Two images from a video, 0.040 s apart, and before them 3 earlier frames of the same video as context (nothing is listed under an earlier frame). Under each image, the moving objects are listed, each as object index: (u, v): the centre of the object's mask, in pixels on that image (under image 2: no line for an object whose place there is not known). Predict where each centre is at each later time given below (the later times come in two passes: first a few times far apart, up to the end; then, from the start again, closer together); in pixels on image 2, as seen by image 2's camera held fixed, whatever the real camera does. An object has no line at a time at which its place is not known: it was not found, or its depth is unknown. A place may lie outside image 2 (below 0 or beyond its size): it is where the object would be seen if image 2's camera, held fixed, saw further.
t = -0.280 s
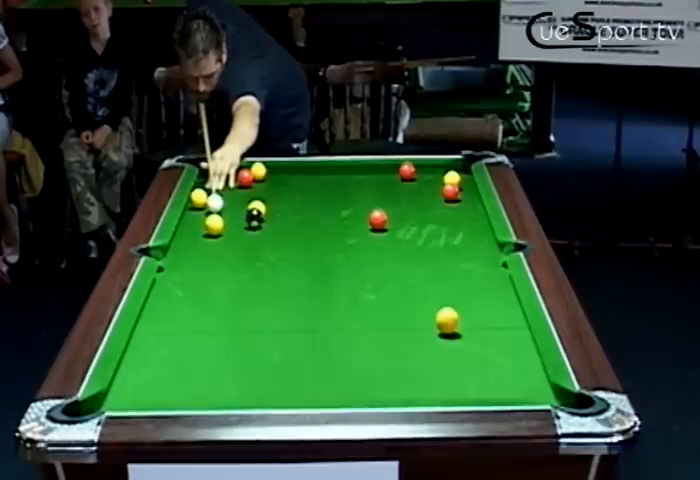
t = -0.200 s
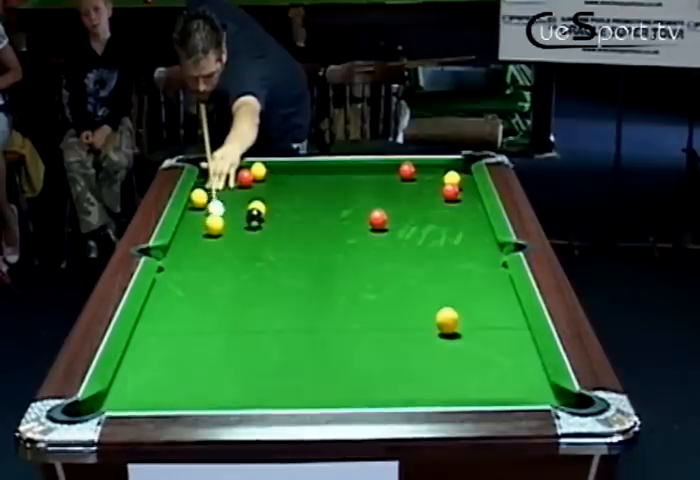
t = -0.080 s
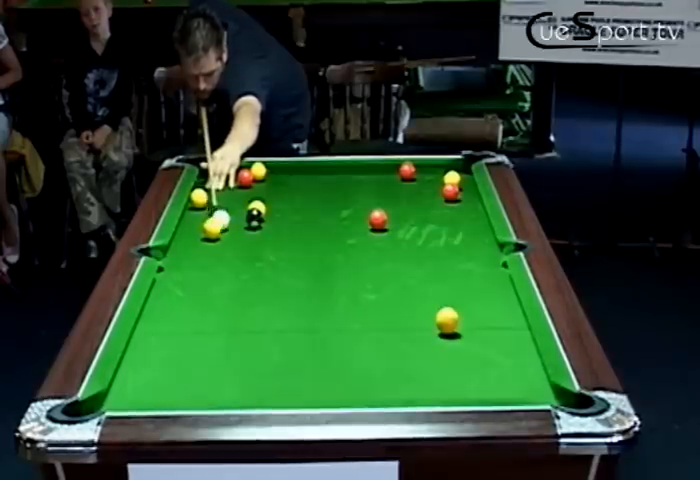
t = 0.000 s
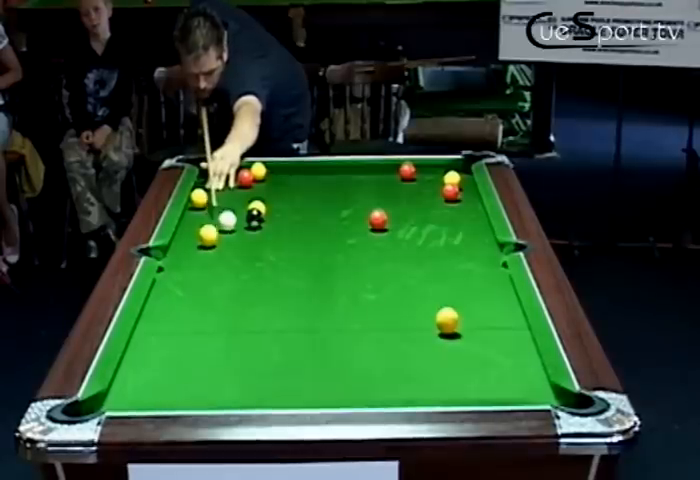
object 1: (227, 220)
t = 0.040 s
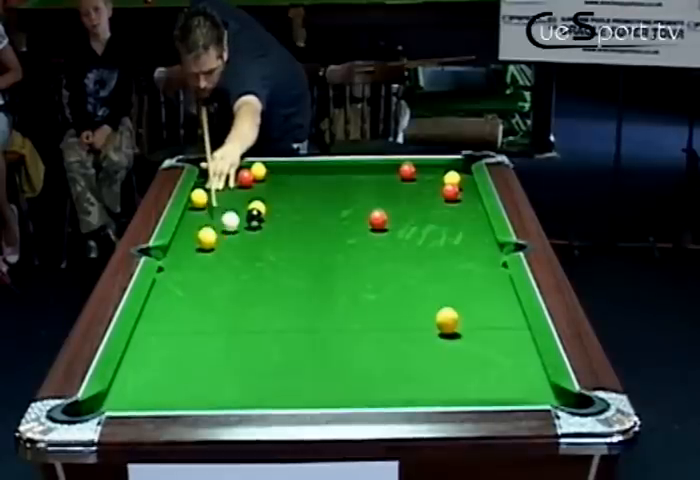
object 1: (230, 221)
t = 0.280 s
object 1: (247, 226)
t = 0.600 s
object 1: (269, 231)
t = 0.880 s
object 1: (287, 236)
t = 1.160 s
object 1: (303, 240)
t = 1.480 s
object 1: (318, 244)
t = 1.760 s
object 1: (329, 248)
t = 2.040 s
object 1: (339, 250)
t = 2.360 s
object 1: (347, 253)
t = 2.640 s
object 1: (353, 254)
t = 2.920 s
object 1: (355, 255)
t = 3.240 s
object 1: (355, 256)
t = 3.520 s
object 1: (355, 256)
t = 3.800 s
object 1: (355, 256)
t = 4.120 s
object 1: (355, 256)
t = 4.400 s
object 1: (355, 256)
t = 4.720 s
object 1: (355, 256)
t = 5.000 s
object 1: (355, 256)
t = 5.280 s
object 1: (355, 256)
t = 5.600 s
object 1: (355, 256)
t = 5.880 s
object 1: (355, 256)
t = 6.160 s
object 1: (355, 256)
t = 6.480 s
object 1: (355, 253)
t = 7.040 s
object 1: (355, 256)
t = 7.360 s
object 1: (355, 256)
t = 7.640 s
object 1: (355, 256)
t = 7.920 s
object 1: (355, 256)
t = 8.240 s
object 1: (355, 256)
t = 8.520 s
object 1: (355, 256)
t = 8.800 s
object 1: (355, 256)
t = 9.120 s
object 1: (354, 256)
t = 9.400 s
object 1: (355, 256)
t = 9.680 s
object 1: (355, 256)
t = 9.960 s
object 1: (355, 256)
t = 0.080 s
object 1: (233, 221)
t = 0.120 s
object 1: (236, 222)
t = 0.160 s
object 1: (238, 223)
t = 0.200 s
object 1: (241, 224)
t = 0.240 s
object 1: (244, 225)
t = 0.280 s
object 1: (247, 226)
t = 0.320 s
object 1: (250, 227)
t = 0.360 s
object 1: (253, 227)
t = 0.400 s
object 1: (256, 228)
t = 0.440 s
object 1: (259, 229)
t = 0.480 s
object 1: (261, 229)
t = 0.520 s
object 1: (264, 230)
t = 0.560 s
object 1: (267, 231)
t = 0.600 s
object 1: (269, 231)
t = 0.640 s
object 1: (272, 232)
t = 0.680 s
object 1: (274, 233)
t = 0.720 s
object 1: (277, 233)
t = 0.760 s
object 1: (279, 234)
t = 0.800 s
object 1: (282, 234)
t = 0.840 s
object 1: (284, 235)
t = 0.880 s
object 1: (287, 236)
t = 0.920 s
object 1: (289, 236)
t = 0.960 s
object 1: (291, 237)
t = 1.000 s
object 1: (294, 238)
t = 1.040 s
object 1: (296, 238)
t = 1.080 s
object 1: (298, 239)
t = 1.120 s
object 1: (300, 239)
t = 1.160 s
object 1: (303, 240)
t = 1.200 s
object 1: (305, 241)
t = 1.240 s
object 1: (307, 241)
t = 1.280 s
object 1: (309, 242)
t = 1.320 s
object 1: (311, 242)
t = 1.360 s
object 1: (312, 243)
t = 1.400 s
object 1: (314, 243)
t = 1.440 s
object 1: (316, 244)
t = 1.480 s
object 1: (318, 244)
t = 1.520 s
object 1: (320, 245)
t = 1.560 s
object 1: (322, 245)
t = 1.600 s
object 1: (323, 246)
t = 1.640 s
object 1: (325, 246)
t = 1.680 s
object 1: (326, 247)
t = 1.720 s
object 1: (328, 247)
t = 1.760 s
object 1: (329, 248)
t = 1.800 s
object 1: (331, 248)
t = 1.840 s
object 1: (333, 249)
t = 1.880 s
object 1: (334, 249)
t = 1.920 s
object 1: (336, 249)
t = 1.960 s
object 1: (337, 250)
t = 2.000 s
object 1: (338, 250)
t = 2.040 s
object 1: (339, 250)
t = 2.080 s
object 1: (340, 251)
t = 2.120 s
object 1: (342, 251)
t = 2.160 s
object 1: (342, 252)
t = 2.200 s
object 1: (344, 252)
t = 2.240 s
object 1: (345, 252)
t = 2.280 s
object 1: (346, 253)
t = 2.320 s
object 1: (346, 253)
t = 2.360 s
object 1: (347, 253)
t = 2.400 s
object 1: (348, 253)
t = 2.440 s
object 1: (349, 254)
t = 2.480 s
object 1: (350, 254)
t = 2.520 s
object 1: (351, 254)
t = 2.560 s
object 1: (351, 254)
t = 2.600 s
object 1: (352, 254)
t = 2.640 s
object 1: (353, 254)
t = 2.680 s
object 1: (353, 255)
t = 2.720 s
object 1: (354, 255)
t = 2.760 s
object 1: (354, 255)
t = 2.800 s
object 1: (355, 255)
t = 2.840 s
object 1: (355, 255)
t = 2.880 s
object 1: (355, 255)
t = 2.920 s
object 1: (355, 255)
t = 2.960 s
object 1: (355, 256)
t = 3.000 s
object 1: (356, 256)
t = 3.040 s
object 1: (356, 256)
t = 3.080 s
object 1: (356, 256)
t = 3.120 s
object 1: (356, 256)
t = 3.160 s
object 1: (356, 256)
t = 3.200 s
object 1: (355, 256)
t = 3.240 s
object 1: (355, 256)
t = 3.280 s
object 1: (355, 256)
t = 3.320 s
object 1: (355, 256)
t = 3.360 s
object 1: (355, 256)
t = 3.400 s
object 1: (355, 256)
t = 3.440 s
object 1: (355, 256)
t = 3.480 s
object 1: (355, 256)
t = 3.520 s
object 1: (355, 256)
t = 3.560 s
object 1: (355, 256)
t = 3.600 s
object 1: (355, 256)
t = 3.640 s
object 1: (355, 256)
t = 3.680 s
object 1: (355, 256)
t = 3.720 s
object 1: (355, 256)
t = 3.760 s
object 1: (355, 256)
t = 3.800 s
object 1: (355, 256)
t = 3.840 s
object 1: (355, 256)
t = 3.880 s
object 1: (355, 256)
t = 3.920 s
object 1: (355, 256)
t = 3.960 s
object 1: (355, 256)
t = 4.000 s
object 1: (355, 256)
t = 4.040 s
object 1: (355, 256)
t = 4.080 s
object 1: (355, 256)
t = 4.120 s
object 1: (355, 256)
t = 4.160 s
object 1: (355, 256)
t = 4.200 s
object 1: (355, 256)
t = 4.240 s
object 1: (355, 256)
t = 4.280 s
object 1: (355, 256)
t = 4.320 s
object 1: (355, 255)
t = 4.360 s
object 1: (355, 256)
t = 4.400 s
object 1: (355, 256)
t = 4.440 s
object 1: (355, 256)
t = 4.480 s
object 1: (355, 256)
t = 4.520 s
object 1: (355, 256)
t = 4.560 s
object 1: (355, 256)
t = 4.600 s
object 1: (355, 256)
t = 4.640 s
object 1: (355, 256)
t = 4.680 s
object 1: (355, 256)
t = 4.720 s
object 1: (355, 256)
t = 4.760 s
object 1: (355, 256)
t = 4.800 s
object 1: (355, 256)
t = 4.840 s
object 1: (355, 256)
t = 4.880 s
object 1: (355, 256)
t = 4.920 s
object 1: (355, 256)
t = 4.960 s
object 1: (355, 256)
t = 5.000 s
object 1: (355, 256)
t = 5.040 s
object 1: (355, 256)
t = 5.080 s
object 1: (355, 256)
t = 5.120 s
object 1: (355, 256)
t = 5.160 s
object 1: (355, 256)
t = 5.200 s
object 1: (355, 255)
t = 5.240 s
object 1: (355, 256)
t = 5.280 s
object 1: (355, 256)
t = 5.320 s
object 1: (355, 255)
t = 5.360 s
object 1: (355, 256)
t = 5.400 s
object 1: (355, 256)
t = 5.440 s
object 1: (355, 256)
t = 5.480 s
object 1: (355, 255)
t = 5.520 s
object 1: (355, 256)
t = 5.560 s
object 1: (355, 256)
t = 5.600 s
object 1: (355, 256)
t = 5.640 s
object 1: (355, 256)
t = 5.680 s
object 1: (355, 256)
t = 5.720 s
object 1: (355, 256)
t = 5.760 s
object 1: (355, 256)
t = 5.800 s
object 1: (355, 256)
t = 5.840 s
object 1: (355, 256)
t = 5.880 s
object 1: (355, 256)
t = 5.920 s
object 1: (355, 256)
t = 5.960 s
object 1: (355, 256)
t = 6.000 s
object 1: (355, 256)
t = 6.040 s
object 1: (355, 256)
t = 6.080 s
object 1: (355, 256)
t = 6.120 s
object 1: (355, 256)
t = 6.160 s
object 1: (355, 256)
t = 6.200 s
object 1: (355, 256)
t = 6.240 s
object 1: (355, 256)
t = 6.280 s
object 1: (355, 256)
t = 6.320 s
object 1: (355, 256)
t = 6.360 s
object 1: (355, 255)
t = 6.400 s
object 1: (355, 255)
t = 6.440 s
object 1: (355, 255)
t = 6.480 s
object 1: (355, 253)
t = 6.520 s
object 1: (355, 255)
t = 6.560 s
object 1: (355, 256)
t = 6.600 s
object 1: (355, 256)
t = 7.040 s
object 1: (355, 256)
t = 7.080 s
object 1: (355, 256)
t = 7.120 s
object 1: (355, 256)
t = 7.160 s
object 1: (355, 256)
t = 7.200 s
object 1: (355, 256)
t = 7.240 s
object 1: (355, 256)
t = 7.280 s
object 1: (355, 256)
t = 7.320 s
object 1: (355, 256)
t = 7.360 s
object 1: (355, 256)
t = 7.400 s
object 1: (355, 256)
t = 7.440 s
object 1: (355, 256)
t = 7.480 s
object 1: (355, 256)
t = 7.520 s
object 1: (355, 256)
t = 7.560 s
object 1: (355, 256)
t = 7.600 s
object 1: (355, 256)
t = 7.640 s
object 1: (355, 256)
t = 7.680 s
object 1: (355, 256)
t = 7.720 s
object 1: (355, 256)
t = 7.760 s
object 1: (355, 256)
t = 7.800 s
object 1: (354, 256)
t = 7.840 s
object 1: (355, 256)
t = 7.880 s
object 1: (355, 256)
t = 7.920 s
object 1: (355, 256)
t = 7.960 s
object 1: (355, 256)
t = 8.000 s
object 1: (355, 256)
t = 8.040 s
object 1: (355, 256)
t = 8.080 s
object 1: (355, 256)
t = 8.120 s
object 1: (355, 256)
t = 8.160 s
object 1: (355, 256)
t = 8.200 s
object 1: (355, 256)
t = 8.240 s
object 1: (355, 256)
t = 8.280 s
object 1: (355, 256)
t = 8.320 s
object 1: (355, 256)
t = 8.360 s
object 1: (355, 256)
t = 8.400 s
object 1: (355, 256)
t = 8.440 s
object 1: (355, 256)
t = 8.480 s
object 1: (355, 256)
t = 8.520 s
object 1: (355, 256)
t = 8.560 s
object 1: (355, 256)
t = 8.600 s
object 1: (355, 256)
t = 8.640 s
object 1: (355, 256)
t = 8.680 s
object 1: (355, 256)
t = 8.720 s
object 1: (355, 256)
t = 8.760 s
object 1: (355, 256)
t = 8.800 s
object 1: (355, 256)
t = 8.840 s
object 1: (355, 256)
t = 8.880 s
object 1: (355, 256)
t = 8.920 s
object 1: (355, 256)
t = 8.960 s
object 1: (355, 256)
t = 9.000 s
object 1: (355, 256)
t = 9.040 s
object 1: (355, 256)
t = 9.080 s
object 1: (355, 256)
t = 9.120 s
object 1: (354, 256)
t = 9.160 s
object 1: (355, 256)
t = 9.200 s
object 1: (354, 256)
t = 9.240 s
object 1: (354, 256)
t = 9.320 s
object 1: (354, 256)
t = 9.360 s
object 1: (355, 256)
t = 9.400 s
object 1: (355, 256)
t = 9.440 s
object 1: (355, 256)
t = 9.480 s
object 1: (355, 256)
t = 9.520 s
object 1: (355, 256)
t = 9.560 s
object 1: (355, 256)
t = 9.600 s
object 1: (355, 256)
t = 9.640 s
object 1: (355, 256)
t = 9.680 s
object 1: (355, 256)
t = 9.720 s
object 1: (355, 256)
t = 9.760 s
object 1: (355, 256)
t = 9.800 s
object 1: (354, 256)
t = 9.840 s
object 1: (354, 256)
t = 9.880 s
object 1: (354, 256)
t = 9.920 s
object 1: (355, 256)
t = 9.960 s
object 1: (355, 256)
